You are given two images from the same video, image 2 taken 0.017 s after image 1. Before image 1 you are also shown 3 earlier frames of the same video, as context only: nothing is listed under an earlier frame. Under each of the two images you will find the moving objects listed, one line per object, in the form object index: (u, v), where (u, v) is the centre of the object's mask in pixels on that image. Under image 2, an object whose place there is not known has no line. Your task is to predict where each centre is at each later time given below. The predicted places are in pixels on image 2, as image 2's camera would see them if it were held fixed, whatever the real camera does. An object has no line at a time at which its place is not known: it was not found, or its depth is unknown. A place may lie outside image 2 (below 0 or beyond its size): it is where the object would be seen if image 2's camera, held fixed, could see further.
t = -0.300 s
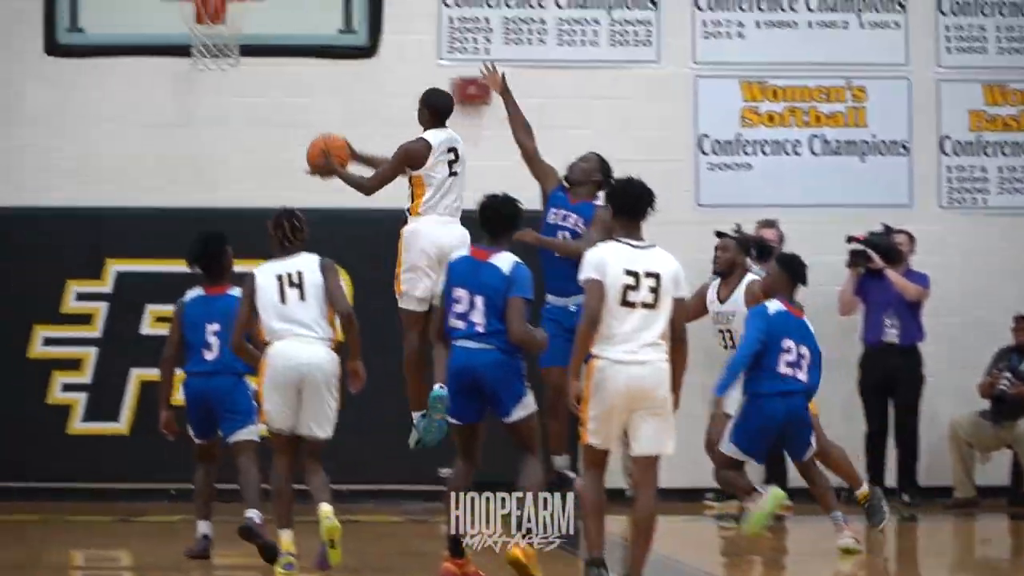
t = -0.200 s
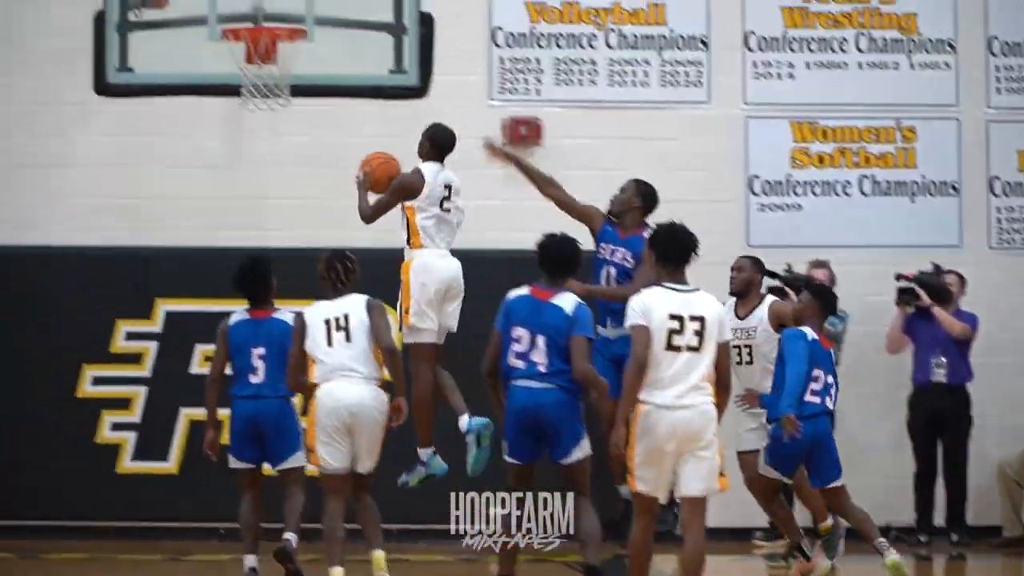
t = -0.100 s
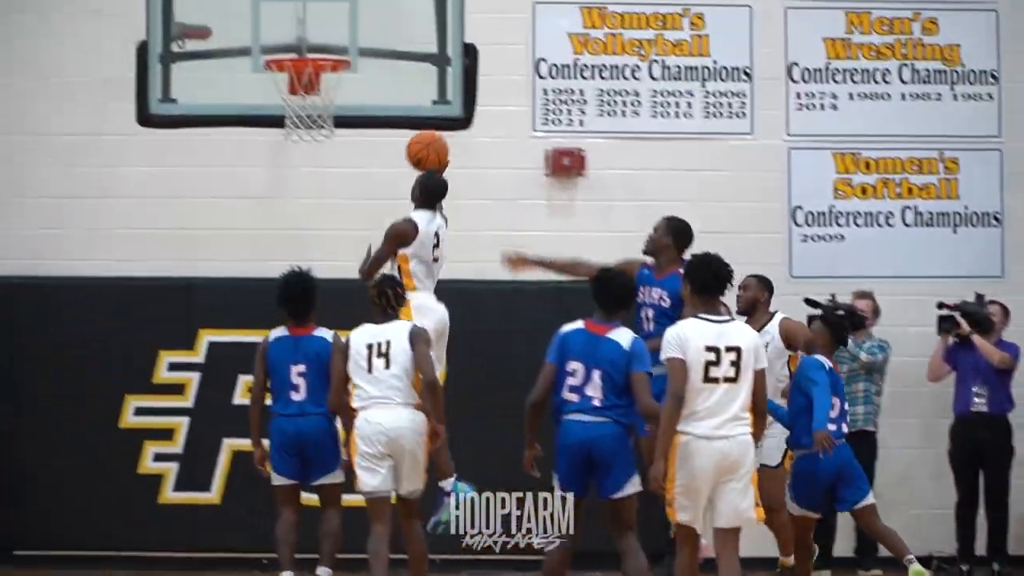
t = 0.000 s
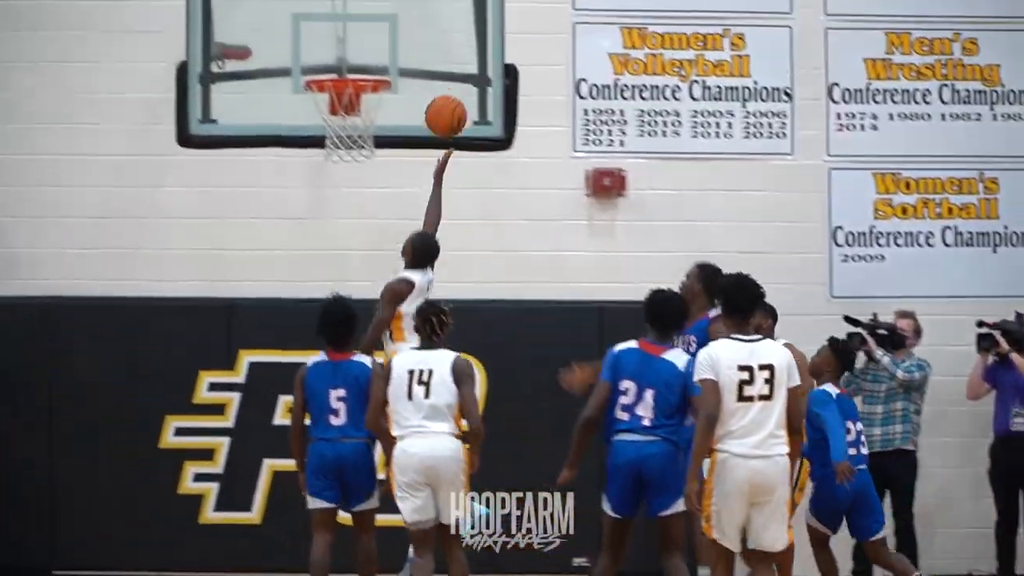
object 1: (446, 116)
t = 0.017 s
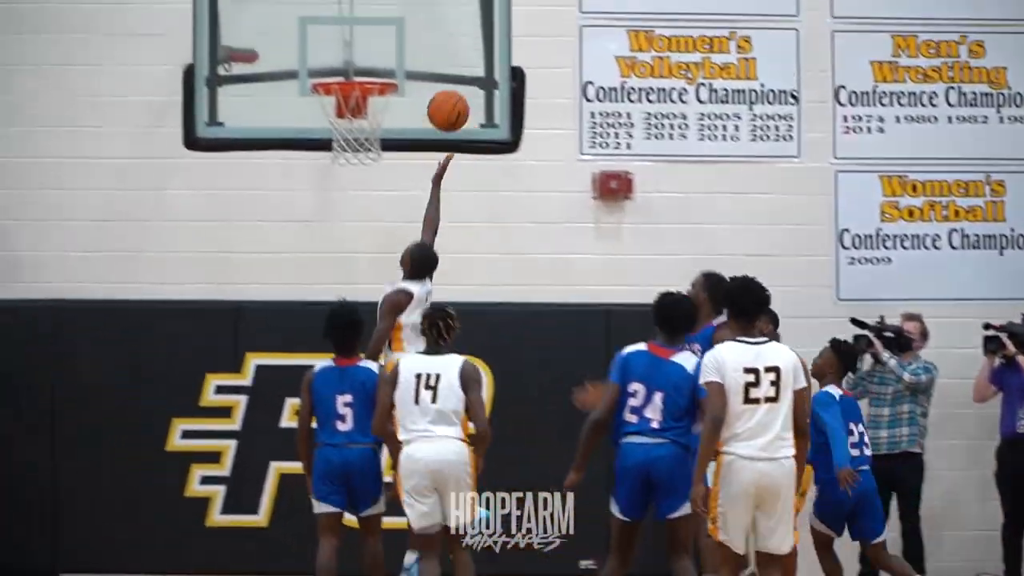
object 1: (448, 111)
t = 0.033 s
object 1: (443, 103)
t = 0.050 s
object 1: (438, 96)
